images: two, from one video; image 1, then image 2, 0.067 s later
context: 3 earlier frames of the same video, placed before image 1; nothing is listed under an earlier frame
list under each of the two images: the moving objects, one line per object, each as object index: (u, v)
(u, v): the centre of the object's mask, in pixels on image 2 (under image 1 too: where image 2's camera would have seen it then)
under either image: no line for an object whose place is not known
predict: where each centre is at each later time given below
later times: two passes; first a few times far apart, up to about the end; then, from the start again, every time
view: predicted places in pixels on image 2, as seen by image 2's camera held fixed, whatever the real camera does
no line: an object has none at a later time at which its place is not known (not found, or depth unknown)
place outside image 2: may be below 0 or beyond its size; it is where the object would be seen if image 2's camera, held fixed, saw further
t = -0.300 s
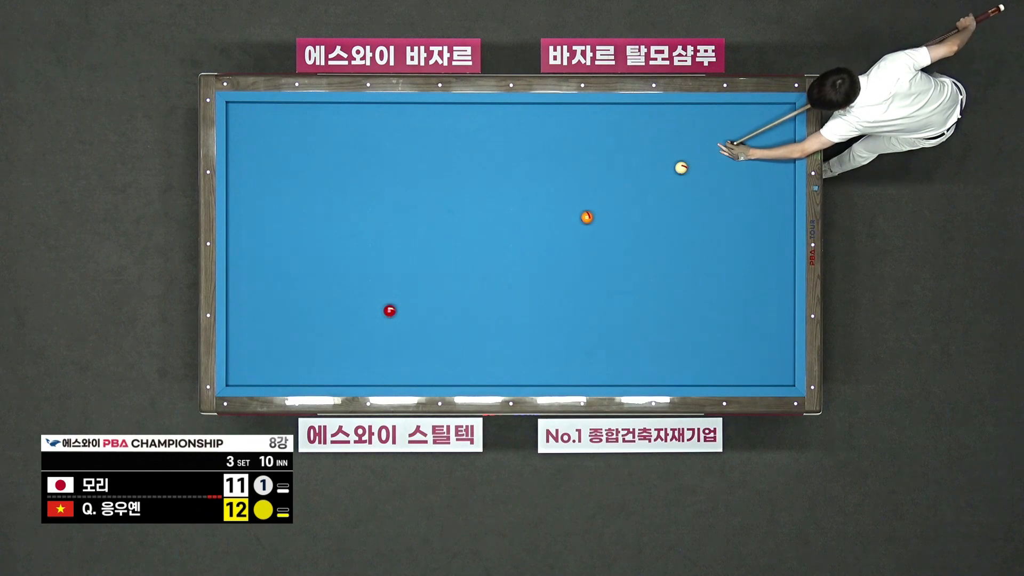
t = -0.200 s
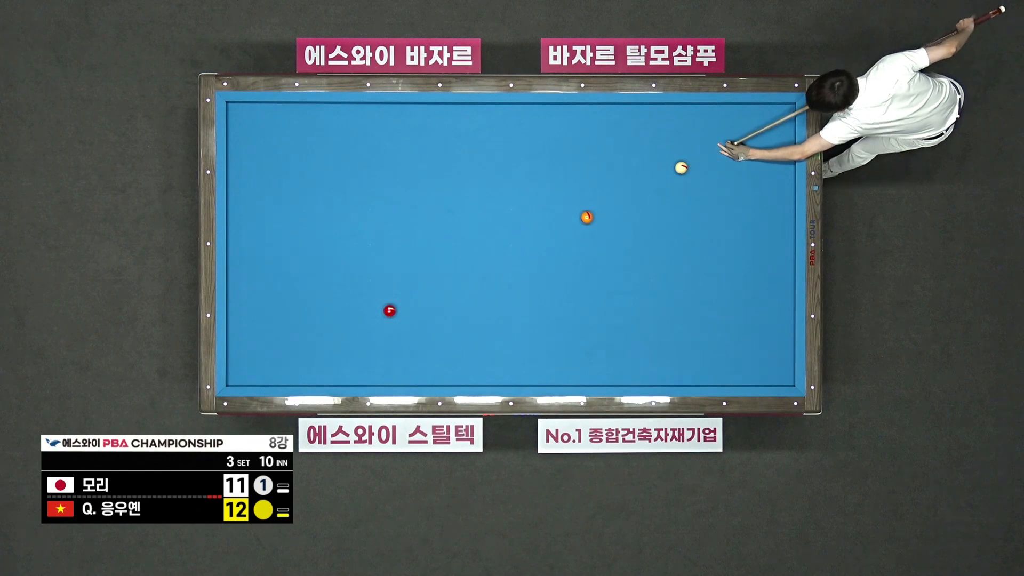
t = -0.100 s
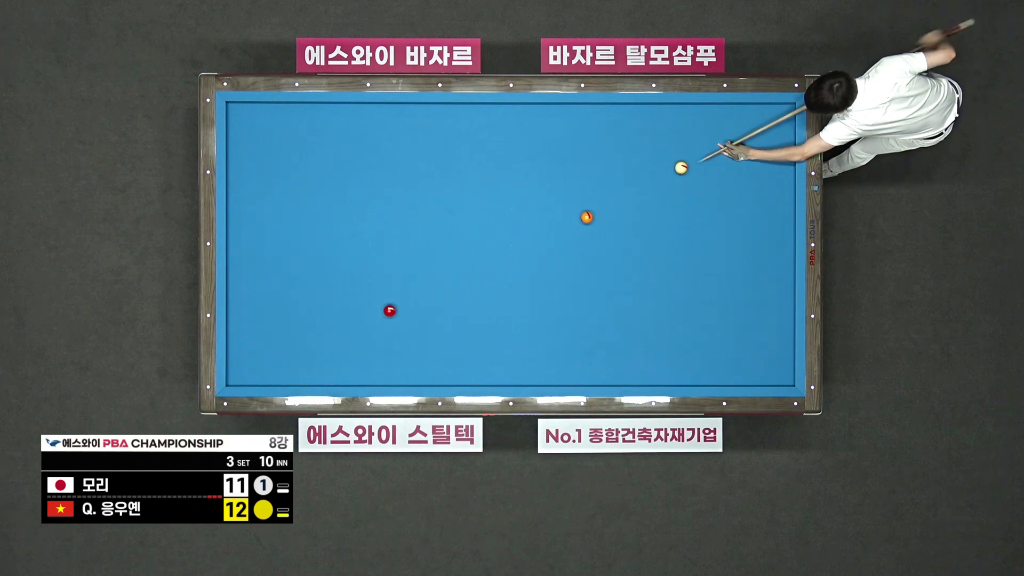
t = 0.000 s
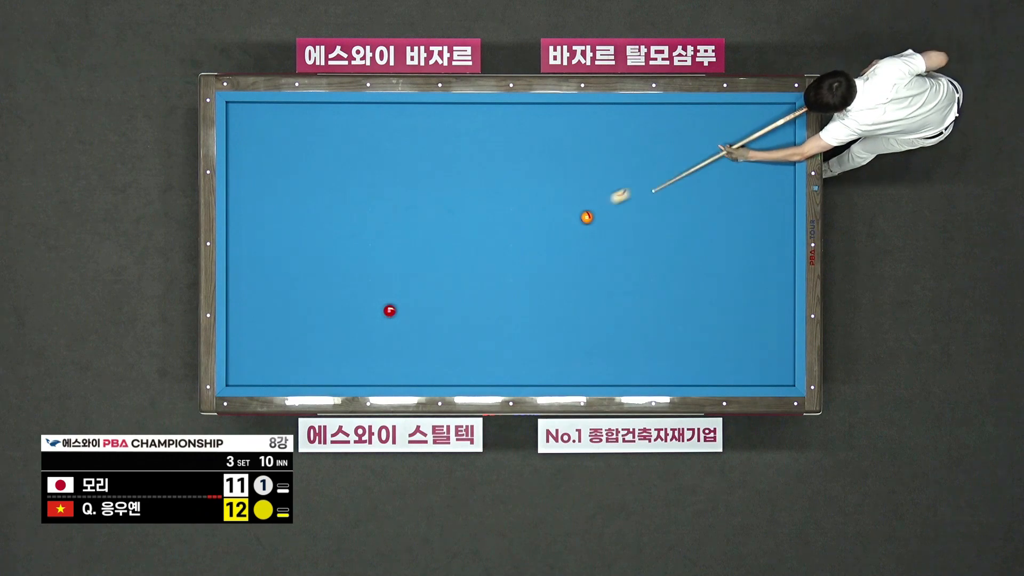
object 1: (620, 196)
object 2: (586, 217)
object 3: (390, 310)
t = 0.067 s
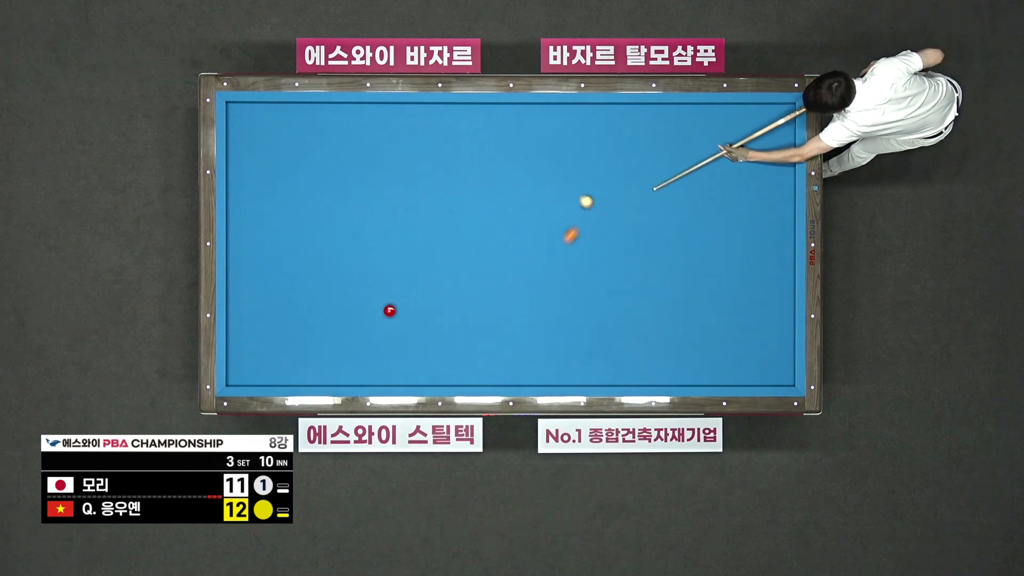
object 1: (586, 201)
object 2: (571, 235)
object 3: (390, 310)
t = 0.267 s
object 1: (542, 165)
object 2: (481, 336)
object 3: (390, 310)
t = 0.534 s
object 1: (503, 120)
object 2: (398, 325)
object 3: (390, 310)
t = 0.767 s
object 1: (470, 126)
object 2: (377, 321)
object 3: (353, 245)
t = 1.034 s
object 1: (429, 147)
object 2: (353, 318)
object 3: (317, 183)
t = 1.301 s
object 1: (389, 167)
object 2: (330, 315)
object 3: (283, 124)
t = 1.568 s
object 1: (349, 186)
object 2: (307, 312)
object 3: (256, 136)
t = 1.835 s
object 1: (309, 205)
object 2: (285, 308)
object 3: (233, 170)
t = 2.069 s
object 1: (276, 221)
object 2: (266, 306)
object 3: (247, 196)
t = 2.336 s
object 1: (237, 240)
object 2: (245, 303)
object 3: (261, 226)
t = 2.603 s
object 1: (252, 270)
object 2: (237, 297)
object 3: (274, 255)
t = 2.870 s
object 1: (269, 300)
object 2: (246, 288)
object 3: (288, 284)
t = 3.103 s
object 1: (285, 327)
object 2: (254, 280)
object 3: (299, 307)
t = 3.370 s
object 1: (301, 356)
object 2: (263, 271)
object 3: (312, 335)
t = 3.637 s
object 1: (319, 378)
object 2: (271, 263)
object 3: (324, 361)
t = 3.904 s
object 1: (339, 373)
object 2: (279, 255)
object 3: (346, 354)
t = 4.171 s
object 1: (359, 363)
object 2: (286, 248)
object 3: (368, 348)
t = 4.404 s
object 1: (376, 355)
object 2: (292, 242)
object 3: (387, 343)
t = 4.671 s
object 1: (396, 345)
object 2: (299, 236)
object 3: (407, 337)
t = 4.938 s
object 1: (414, 336)
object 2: (305, 230)
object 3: (427, 331)
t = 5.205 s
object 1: (432, 327)
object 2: (311, 224)
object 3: (446, 325)
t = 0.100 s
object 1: (578, 195)
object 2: (555, 253)
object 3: (390, 310)
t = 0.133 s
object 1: (570, 189)
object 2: (540, 270)
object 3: (390, 310)
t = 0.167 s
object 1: (562, 183)
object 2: (525, 287)
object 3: (390, 310)
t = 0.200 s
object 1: (555, 177)
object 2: (510, 304)
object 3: (390, 310)
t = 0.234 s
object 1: (548, 171)
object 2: (495, 320)
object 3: (390, 310)
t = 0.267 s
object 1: (542, 165)
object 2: (481, 336)
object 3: (390, 310)
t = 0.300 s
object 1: (536, 159)
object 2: (466, 352)
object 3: (389, 310)
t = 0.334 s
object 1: (530, 153)
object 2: (453, 368)
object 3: (390, 310)
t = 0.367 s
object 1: (525, 147)
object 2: (440, 380)
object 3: (390, 310)
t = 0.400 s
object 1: (520, 142)
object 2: (431, 369)
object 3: (390, 310)
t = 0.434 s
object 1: (515, 136)
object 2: (422, 357)
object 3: (390, 310)
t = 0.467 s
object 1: (511, 131)
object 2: (414, 346)
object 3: (390, 310)
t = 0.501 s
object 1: (507, 125)
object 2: (406, 335)
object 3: (390, 310)
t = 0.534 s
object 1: (503, 120)
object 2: (398, 325)
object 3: (390, 310)
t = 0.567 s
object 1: (500, 114)
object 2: (394, 322)
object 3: (386, 303)
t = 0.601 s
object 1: (497, 109)
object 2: (392, 323)
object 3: (380, 293)
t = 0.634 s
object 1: (492, 111)
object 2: (389, 323)
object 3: (374, 282)
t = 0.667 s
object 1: (486, 116)
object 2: (386, 323)
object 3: (368, 273)
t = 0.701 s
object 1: (481, 119)
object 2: (383, 322)
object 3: (363, 263)
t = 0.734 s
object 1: (475, 123)
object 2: (380, 322)
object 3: (358, 254)
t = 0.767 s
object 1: (470, 126)
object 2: (377, 321)
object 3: (353, 245)
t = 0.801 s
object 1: (465, 129)
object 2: (374, 321)
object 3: (348, 237)
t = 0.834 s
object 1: (460, 132)
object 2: (371, 321)
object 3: (343, 229)
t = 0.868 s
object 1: (455, 134)
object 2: (368, 320)
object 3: (339, 221)
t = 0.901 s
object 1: (450, 137)
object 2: (365, 320)
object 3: (334, 213)
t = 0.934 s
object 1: (444, 139)
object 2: (362, 319)
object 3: (330, 206)
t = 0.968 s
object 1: (439, 142)
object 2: (359, 319)
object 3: (326, 198)
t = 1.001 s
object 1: (434, 145)
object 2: (356, 319)
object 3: (322, 191)
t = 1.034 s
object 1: (429, 147)
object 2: (353, 318)
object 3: (317, 183)
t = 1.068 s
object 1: (424, 149)
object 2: (350, 318)
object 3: (313, 176)
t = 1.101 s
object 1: (419, 152)
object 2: (347, 317)
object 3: (309, 169)
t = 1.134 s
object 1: (414, 154)
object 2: (344, 317)
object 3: (304, 161)
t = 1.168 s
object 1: (409, 157)
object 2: (341, 316)
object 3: (300, 154)
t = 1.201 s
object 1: (404, 159)
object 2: (339, 316)
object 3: (296, 147)
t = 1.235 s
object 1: (399, 162)
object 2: (336, 316)
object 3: (292, 139)
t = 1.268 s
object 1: (394, 164)
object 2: (333, 315)
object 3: (288, 132)
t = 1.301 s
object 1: (389, 167)
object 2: (330, 315)
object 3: (283, 124)
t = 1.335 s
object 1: (383, 169)
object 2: (327, 315)
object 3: (279, 117)
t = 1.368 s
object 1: (378, 172)
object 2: (324, 314)
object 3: (274, 110)
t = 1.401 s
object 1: (373, 174)
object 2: (321, 314)
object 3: (271, 110)
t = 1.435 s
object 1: (369, 176)
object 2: (318, 313)
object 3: (268, 116)
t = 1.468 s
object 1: (363, 179)
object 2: (315, 313)
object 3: (265, 122)
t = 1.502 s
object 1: (359, 181)
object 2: (313, 312)
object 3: (262, 127)
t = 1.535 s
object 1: (353, 184)
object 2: (310, 312)
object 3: (259, 132)
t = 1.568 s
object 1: (349, 186)
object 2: (307, 312)
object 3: (256, 136)
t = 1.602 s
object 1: (343, 188)
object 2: (304, 311)
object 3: (252, 141)
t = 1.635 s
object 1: (339, 191)
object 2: (301, 311)
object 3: (249, 145)
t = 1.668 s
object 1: (334, 193)
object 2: (299, 310)
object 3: (246, 149)
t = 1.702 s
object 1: (329, 195)
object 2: (296, 310)
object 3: (243, 153)
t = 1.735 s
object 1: (324, 198)
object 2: (293, 310)
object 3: (240, 157)
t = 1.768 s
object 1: (319, 200)
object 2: (290, 309)
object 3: (237, 162)
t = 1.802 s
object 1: (314, 203)
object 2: (288, 309)
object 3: (234, 166)
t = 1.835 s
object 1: (309, 205)
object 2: (285, 308)
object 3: (233, 170)
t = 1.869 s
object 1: (305, 207)
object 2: (282, 308)
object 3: (235, 174)
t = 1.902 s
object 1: (300, 210)
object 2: (280, 308)
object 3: (237, 177)
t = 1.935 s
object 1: (295, 212)
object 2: (277, 307)
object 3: (239, 181)
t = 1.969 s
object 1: (290, 214)
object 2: (274, 307)
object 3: (241, 185)
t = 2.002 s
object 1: (285, 217)
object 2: (272, 307)
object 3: (243, 189)
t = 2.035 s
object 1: (280, 219)
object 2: (269, 306)
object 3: (245, 193)
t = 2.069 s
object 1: (276, 221)
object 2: (266, 306)
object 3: (247, 196)
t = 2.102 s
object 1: (271, 224)
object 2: (264, 305)
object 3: (248, 200)
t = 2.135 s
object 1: (266, 226)
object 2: (261, 305)
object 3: (250, 204)
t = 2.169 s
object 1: (261, 228)
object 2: (258, 304)
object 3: (252, 207)
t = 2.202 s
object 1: (256, 231)
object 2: (256, 304)
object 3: (254, 211)
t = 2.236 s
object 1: (252, 233)
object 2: (253, 304)
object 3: (255, 215)
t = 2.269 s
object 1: (247, 235)
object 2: (250, 303)
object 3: (257, 219)
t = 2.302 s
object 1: (242, 237)
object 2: (248, 303)
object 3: (259, 222)
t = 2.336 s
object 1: (237, 240)
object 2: (245, 303)
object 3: (261, 226)
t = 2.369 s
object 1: (233, 242)
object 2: (243, 302)
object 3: (262, 230)
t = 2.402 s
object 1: (234, 246)
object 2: (240, 302)
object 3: (264, 233)
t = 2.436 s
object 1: (238, 250)
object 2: (238, 301)
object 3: (266, 237)
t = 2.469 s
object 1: (242, 254)
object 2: (235, 301)
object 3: (267, 241)
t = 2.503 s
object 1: (245, 258)
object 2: (233, 301)
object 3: (269, 244)
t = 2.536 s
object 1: (247, 262)
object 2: (233, 300)
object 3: (271, 248)
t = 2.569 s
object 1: (250, 266)
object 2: (235, 298)
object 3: (273, 251)
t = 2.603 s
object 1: (252, 270)
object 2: (237, 297)
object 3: (274, 255)
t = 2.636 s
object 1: (254, 274)
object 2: (238, 296)
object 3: (276, 259)
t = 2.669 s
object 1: (256, 277)
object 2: (239, 295)
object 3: (278, 262)
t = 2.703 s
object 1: (258, 281)
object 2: (240, 293)
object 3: (279, 266)
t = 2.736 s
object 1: (261, 285)
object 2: (242, 292)
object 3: (281, 269)
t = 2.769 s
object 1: (263, 289)
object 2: (243, 291)
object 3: (283, 273)
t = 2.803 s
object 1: (265, 293)
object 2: (244, 290)
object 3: (285, 276)
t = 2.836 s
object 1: (267, 297)
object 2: (245, 289)
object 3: (286, 280)
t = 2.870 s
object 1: (269, 300)
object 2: (246, 288)
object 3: (288, 284)
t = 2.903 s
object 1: (272, 304)
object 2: (247, 287)
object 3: (289, 287)
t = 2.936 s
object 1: (274, 308)
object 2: (249, 285)
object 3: (291, 290)
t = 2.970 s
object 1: (276, 312)
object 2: (250, 284)
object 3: (293, 294)
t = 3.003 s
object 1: (278, 316)
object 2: (251, 283)
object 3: (294, 297)
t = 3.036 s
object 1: (280, 319)
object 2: (252, 282)
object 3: (296, 301)
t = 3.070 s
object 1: (282, 323)
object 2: (253, 281)
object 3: (298, 304)
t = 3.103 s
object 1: (285, 327)
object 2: (254, 280)
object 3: (299, 307)
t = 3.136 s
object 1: (287, 330)
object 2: (255, 279)
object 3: (301, 311)
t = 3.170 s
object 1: (289, 334)
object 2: (256, 278)
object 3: (302, 314)
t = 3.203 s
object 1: (291, 338)
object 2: (258, 277)
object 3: (304, 318)
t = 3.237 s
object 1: (293, 342)
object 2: (259, 275)
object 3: (305, 321)
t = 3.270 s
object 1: (295, 345)
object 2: (260, 274)
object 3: (307, 324)
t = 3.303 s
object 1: (297, 349)
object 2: (261, 273)
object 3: (309, 328)
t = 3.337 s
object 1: (299, 353)
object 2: (262, 272)
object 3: (310, 331)
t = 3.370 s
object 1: (301, 356)
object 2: (263, 271)
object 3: (312, 335)
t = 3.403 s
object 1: (304, 360)
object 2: (264, 270)
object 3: (313, 338)
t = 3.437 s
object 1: (305, 364)
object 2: (265, 269)
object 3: (315, 341)
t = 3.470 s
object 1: (308, 367)
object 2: (266, 268)
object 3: (316, 345)
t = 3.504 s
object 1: (310, 371)
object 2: (267, 267)
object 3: (318, 348)
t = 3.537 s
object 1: (311, 374)
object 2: (268, 266)
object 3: (319, 351)
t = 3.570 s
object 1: (314, 378)
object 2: (269, 265)
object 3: (321, 355)
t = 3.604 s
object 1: (316, 380)
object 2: (270, 264)
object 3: (322, 358)
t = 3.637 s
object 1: (319, 378)
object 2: (271, 263)
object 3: (324, 361)
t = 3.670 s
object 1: (322, 377)
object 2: (272, 262)
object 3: (326, 363)
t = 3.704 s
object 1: (324, 380)
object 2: (273, 261)
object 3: (329, 361)
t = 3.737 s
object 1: (326, 380)
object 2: (274, 260)
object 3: (332, 359)
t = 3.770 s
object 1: (328, 378)
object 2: (275, 259)
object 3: (335, 358)
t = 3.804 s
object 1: (331, 377)
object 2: (276, 258)
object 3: (338, 356)
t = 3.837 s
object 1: (334, 375)
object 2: (277, 257)
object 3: (341, 356)
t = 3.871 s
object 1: (336, 374)
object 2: (278, 256)
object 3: (344, 355)
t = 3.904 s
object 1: (339, 373)
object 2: (279, 255)
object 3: (346, 354)
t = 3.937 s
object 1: (341, 372)
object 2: (280, 255)
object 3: (349, 353)
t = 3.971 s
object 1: (344, 370)
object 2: (281, 253)
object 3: (352, 353)
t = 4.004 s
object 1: (346, 369)
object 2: (282, 253)
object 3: (355, 352)
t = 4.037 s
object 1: (349, 368)
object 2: (283, 252)
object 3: (358, 351)
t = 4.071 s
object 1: (352, 367)
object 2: (283, 251)
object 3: (360, 350)
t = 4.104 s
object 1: (354, 365)
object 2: (284, 250)
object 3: (363, 349)
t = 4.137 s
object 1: (356, 364)
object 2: (285, 249)
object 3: (366, 349)
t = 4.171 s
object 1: (359, 363)
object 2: (286, 248)
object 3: (368, 348)
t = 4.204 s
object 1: (362, 362)
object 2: (287, 248)
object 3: (371, 347)
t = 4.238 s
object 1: (364, 360)
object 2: (288, 247)
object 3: (373, 346)
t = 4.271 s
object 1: (366, 359)
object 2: (289, 246)
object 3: (376, 346)
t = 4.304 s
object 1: (369, 358)
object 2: (290, 245)
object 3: (379, 345)
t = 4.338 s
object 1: (371, 357)
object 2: (291, 244)
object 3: (382, 344)
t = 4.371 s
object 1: (374, 356)
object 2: (292, 243)
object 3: (384, 343)
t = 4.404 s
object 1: (376, 355)
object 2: (292, 242)
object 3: (387, 343)
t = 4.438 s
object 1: (379, 353)
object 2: (293, 242)
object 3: (389, 342)
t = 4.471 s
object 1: (381, 352)
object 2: (294, 241)
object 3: (392, 341)
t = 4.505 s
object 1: (384, 351)
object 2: (295, 240)
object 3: (394, 340)
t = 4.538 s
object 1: (386, 349)
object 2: (296, 239)
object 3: (397, 339)
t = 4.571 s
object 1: (389, 348)
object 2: (297, 238)
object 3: (399, 339)
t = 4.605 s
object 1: (391, 347)
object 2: (297, 237)
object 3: (402, 338)
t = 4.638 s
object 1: (393, 346)
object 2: (298, 237)
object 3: (405, 337)
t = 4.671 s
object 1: (396, 345)
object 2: (299, 236)
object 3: (407, 337)
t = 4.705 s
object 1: (398, 344)
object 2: (300, 235)
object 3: (409, 336)
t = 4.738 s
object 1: (400, 342)
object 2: (301, 234)
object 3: (412, 335)
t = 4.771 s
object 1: (403, 342)
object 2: (301, 234)
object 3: (414, 334)
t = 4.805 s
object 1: (405, 340)
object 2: (302, 233)
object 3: (417, 334)
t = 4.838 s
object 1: (407, 339)
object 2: (303, 232)
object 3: (420, 333)
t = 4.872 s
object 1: (410, 338)
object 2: (304, 231)
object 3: (422, 332)
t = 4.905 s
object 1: (412, 337)
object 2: (304, 231)
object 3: (424, 331)
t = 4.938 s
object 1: (414, 336)
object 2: (305, 230)
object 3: (427, 331)
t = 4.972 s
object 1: (416, 335)
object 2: (306, 229)
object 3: (429, 330)
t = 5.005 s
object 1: (419, 333)
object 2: (307, 229)
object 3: (432, 329)
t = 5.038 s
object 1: (421, 333)
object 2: (307, 228)
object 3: (434, 329)
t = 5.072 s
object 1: (423, 331)
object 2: (308, 227)
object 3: (436, 328)
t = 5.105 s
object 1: (426, 330)
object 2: (309, 227)
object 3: (439, 327)
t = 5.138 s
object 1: (428, 329)
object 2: (310, 226)
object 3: (441, 327)
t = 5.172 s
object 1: (430, 328)
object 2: (310, 225)
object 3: (443, 326)
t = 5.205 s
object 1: (432, 327)
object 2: (311, 224)
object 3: (446, 325)
